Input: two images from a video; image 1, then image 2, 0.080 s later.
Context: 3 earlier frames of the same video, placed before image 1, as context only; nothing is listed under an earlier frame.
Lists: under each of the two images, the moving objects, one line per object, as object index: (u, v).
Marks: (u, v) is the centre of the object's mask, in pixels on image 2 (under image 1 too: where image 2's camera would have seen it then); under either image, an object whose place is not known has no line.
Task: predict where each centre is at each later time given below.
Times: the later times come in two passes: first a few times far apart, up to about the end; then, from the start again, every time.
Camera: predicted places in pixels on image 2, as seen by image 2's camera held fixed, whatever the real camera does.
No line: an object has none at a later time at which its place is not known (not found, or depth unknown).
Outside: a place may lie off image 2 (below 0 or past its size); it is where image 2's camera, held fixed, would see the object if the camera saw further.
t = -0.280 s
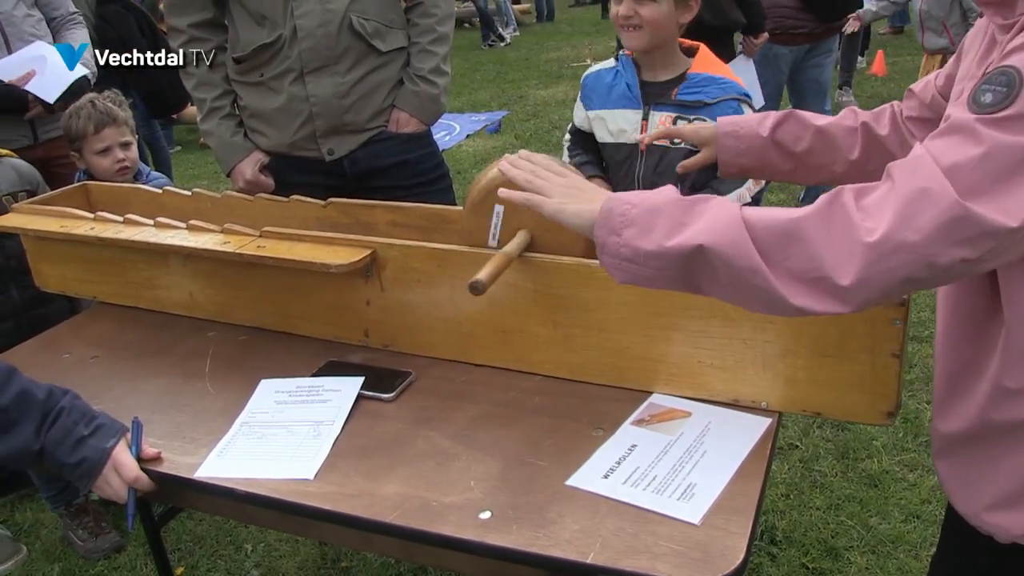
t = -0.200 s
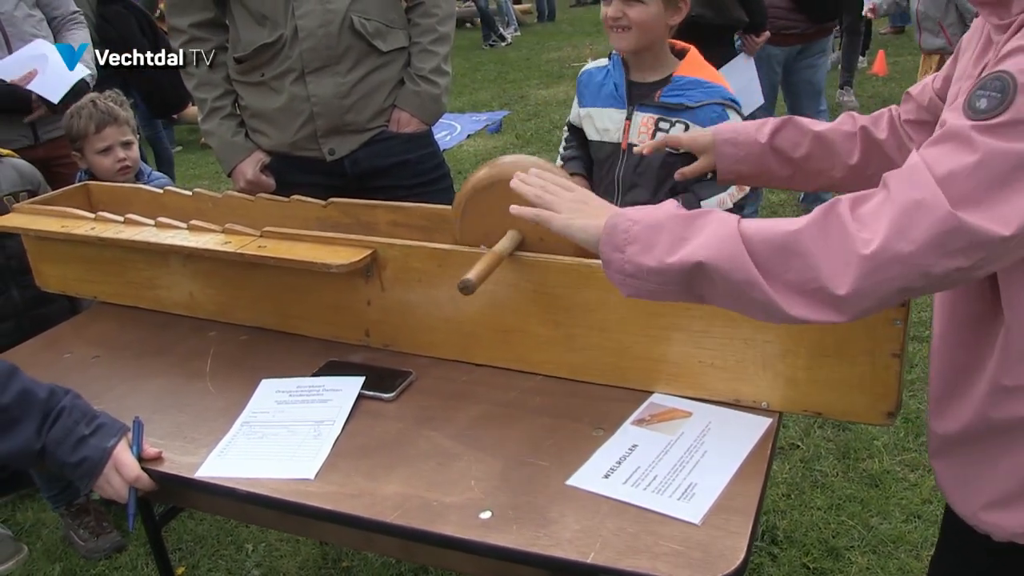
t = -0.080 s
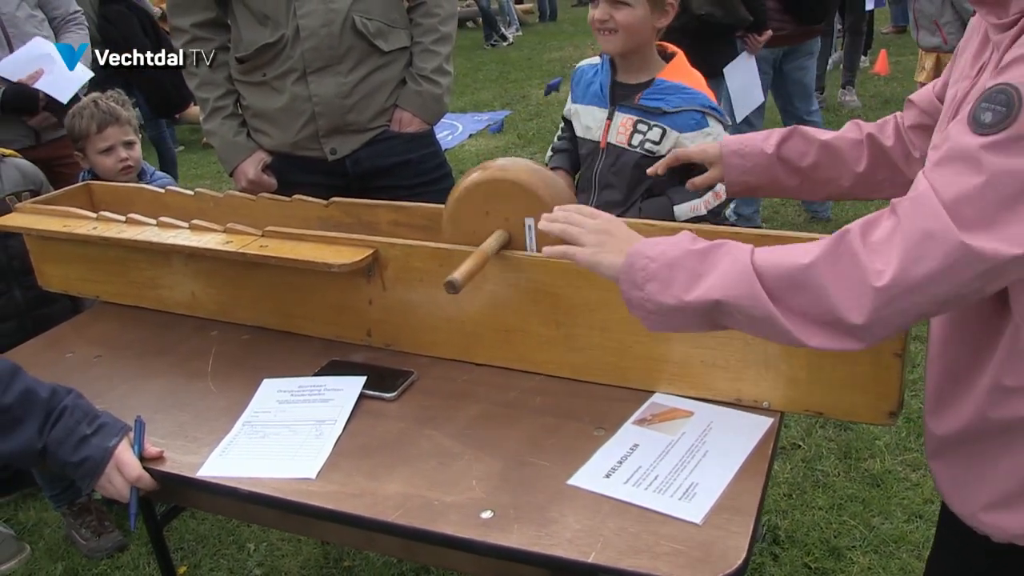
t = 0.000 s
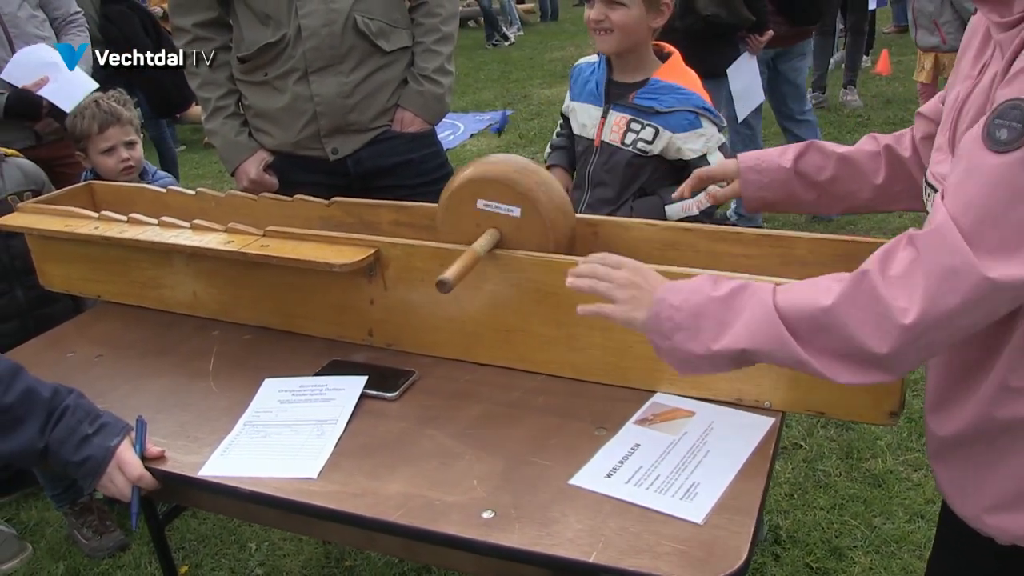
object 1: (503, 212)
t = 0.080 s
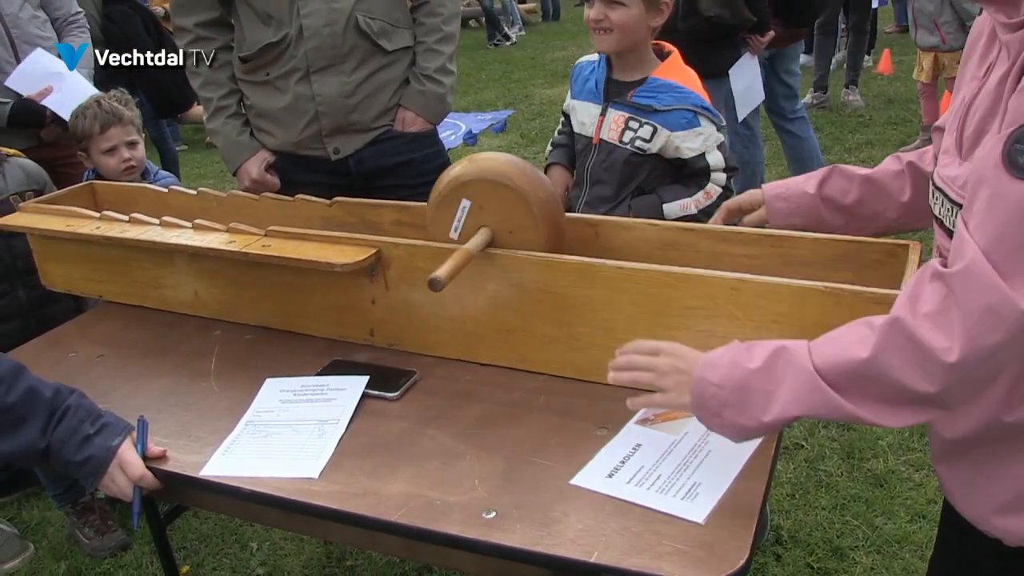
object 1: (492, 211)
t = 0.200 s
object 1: (475, 212)
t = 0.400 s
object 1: (457, 210)
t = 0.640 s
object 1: (430, 211)
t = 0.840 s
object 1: (414, 207)
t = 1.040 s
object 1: (393, 207)
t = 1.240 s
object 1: (381, 204)
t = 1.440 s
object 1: (362, 203)
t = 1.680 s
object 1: (348, 202)
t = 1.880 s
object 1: (331, 201)
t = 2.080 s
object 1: (320, 202)
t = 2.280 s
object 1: (306, 199)
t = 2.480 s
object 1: (294, 199)
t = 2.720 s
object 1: (283, 202)
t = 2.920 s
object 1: (272, 199)
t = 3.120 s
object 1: (263, 199)
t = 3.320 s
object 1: (253, 196)
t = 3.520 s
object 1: (243, 198)
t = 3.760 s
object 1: (234, 198)
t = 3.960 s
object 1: (227, 196)
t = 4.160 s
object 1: (220, 194)
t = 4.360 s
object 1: (216, 193)
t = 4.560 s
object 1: (215, 193)
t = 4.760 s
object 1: (211, 196)
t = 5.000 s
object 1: (207, 194)
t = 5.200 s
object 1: (205, 193)
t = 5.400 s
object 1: (205, 193)
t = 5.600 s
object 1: (208, 194)
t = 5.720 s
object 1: (212, 195)
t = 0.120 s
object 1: (485, 211)
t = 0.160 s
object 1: (480, 211)
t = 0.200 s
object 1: (475, 212)
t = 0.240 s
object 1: (471, 213)
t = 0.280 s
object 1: (468, 213)
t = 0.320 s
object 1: (465, 212)
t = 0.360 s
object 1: (462, 211)
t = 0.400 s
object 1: (457, 210)
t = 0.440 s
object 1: (451, 209)
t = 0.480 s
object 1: (447, 209)
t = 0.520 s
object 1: (443, 209)
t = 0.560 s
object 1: (438, 209)
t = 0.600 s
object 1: (434, 210)
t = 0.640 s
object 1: (430, 211)
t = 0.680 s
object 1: (428, 210)
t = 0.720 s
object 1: (426, 209)
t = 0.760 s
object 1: (423, 209)
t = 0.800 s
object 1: (417, 207)
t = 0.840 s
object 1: (414, 207)
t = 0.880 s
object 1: (408, 206)
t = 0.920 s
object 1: (404, 206)
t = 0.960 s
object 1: (401, 206)
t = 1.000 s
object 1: (397, 207)
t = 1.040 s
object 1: (393, 207)
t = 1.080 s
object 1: (391, 208)
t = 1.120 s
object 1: (388, 207)
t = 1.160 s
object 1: (389, 206)
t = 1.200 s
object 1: (384, 206)
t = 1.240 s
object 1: (381, 204)
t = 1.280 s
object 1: (377, 203)
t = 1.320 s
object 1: (373, 203)
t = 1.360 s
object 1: (370, 203)
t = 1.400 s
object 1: (366, 203)
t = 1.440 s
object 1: (362, 203)
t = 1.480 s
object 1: (360, 204)
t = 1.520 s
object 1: (357, 204)
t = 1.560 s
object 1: (355, 205)
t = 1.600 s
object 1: (353, 204)
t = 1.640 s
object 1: (351, 203)
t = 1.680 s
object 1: (348, 202)
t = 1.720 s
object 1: (343, 202)
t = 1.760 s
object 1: (340, 201)
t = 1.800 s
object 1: (337, 201)
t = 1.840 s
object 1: (334, 201)
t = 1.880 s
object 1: (331, 201)
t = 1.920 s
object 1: (328, 201)
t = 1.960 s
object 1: (325, 202)
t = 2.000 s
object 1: (323, 202)
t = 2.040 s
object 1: (322, 202)
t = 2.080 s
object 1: (320, 202)
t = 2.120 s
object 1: (318, 201)
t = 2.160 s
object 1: (315, 200)
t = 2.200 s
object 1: (311, 199)
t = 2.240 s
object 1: (309, 199)
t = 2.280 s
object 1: (306, 199)
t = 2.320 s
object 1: (303, 198)
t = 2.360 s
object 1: (300, 198)
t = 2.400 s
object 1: (298, 198)
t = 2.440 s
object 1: (296, 199)
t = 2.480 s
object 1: (294, 199)
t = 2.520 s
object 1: (293, 199)
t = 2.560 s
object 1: (291, 200)
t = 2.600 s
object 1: (290, 199)
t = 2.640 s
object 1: (288, 199)
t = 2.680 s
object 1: (285, 202)
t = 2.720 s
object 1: (283, 202)
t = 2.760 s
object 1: (281, 200)
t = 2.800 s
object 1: (279, 200)
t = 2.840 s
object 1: (277, 199)
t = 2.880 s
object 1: (275, 199)
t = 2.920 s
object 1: (272, 199)
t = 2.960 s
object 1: (270, 199)
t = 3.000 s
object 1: (267, 199)
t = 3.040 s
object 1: (265, 199)
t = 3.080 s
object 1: (264, 199)
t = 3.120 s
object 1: (263, 199)
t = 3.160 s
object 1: (262, 198)
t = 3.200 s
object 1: (260, 198)
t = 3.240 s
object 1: (258, 197)
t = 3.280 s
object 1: (256, 196)
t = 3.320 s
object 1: (253, 196)
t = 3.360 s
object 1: (251, 195)
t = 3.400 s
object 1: (249, 195)
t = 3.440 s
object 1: (247, 195)
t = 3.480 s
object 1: (244, 198)
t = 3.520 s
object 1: (243, 198)
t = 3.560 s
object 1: (241, 198)
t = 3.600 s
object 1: (240, 198)
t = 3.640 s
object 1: (238, 198)
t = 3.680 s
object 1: (237, 198)
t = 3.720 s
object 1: (235, 198)
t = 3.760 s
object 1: (234, 198)
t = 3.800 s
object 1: (233, 197)
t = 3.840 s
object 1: (232, 197)
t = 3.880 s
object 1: (231, 197)
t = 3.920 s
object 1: (229, 196)
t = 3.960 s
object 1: (227, 196)
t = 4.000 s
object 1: (225, 195)
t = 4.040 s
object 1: (223, 194)
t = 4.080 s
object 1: (223, 194)
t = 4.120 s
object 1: (221, 194)
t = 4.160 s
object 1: (220, 194)
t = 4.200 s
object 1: (219, 194)
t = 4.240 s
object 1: (218, 194)
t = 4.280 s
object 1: (217, 194)
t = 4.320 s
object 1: (216, 193)
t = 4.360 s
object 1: (216, 193)
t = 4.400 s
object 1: (216, 192)
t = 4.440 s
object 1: (216, 192)
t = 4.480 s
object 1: (216, 193)
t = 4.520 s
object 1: (216, 193)
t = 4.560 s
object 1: (215, 193)
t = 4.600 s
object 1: (212, 197)
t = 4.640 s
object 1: (212, 197)
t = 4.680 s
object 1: (212, 197)
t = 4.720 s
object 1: (212, 196)
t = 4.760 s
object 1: (211, 196)
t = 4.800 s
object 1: (211, 195)
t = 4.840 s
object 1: (210, 195)
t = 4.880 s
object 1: (210, 195)
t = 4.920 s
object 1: (209, 195)
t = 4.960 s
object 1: (208, 194)
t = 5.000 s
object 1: (207, 194)
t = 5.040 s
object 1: (207, 193)
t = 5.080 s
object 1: (207, 193)
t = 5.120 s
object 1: (206, 193)
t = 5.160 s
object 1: (206, 193)
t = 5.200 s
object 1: (205, 193)
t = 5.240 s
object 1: (205, 193)
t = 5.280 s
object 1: (205, 193)
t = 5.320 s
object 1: (205, 193)
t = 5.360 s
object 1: (205, 193)
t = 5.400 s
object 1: (205, 193)
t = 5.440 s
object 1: (206, 193)
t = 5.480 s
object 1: (206, 194)
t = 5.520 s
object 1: (207, 194)
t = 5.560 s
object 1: (207, 194)
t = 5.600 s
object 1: (208, 194)
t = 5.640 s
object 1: (209, 194)
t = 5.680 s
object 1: (211, 195)
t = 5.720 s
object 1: (212, 195)
